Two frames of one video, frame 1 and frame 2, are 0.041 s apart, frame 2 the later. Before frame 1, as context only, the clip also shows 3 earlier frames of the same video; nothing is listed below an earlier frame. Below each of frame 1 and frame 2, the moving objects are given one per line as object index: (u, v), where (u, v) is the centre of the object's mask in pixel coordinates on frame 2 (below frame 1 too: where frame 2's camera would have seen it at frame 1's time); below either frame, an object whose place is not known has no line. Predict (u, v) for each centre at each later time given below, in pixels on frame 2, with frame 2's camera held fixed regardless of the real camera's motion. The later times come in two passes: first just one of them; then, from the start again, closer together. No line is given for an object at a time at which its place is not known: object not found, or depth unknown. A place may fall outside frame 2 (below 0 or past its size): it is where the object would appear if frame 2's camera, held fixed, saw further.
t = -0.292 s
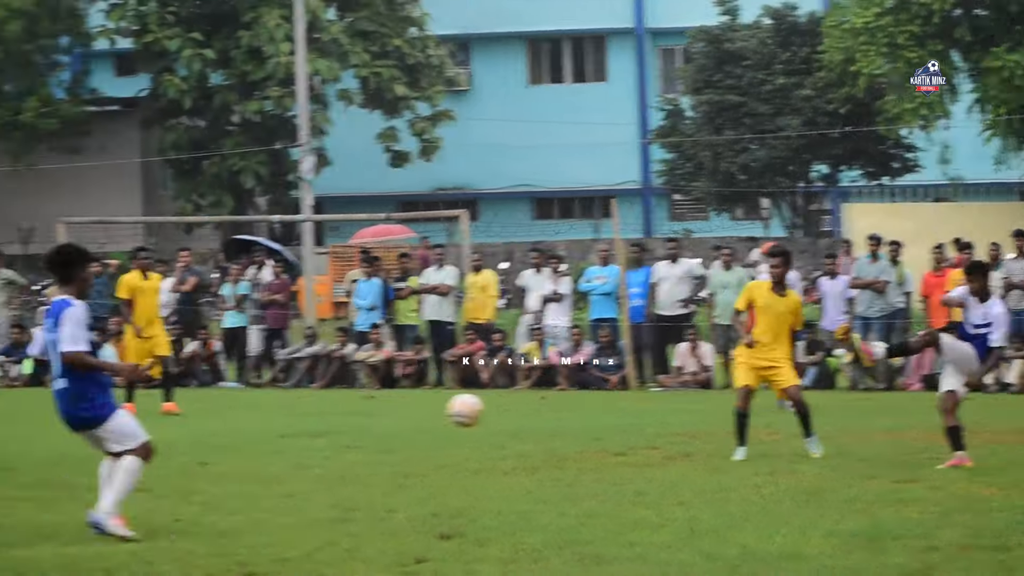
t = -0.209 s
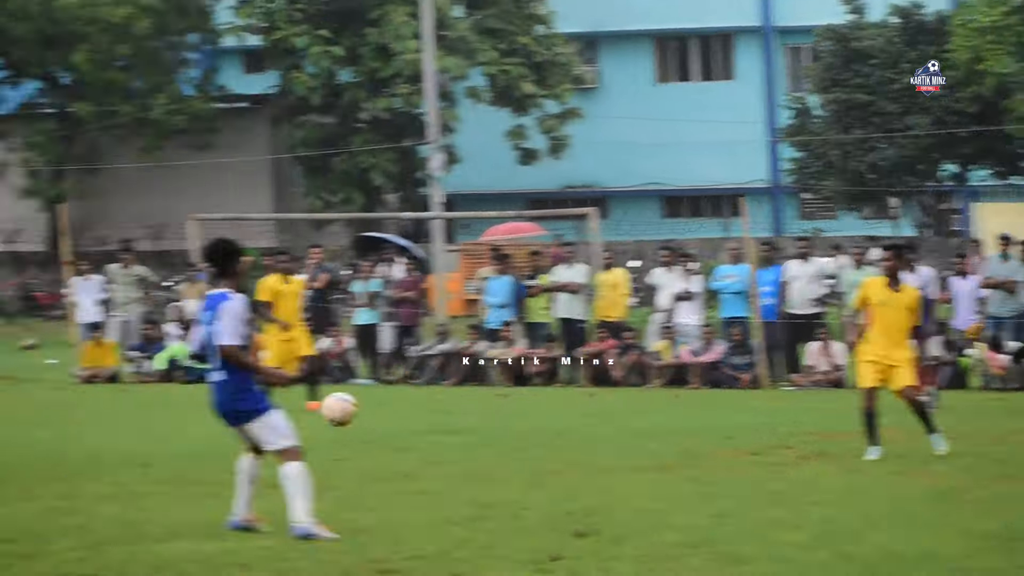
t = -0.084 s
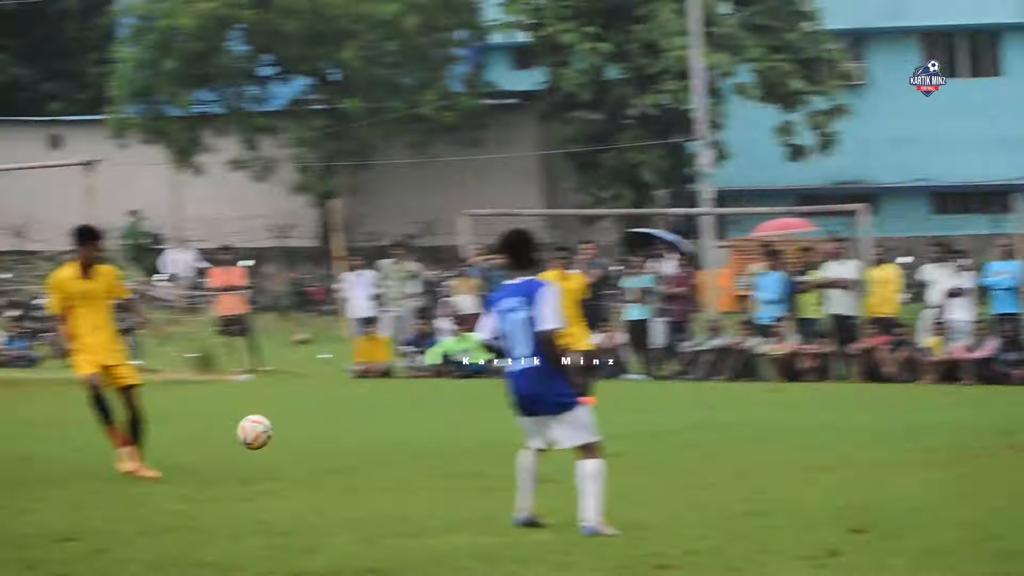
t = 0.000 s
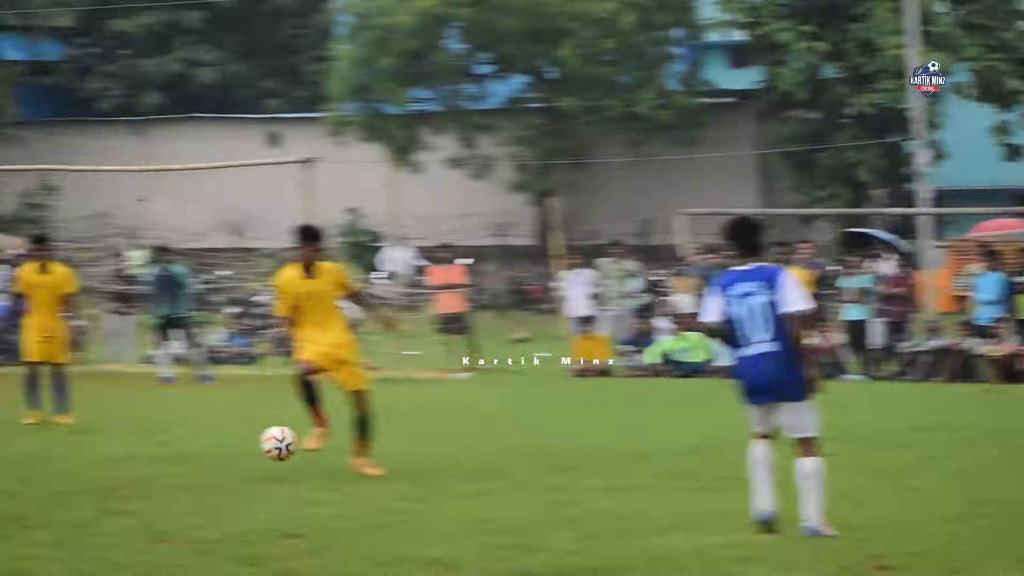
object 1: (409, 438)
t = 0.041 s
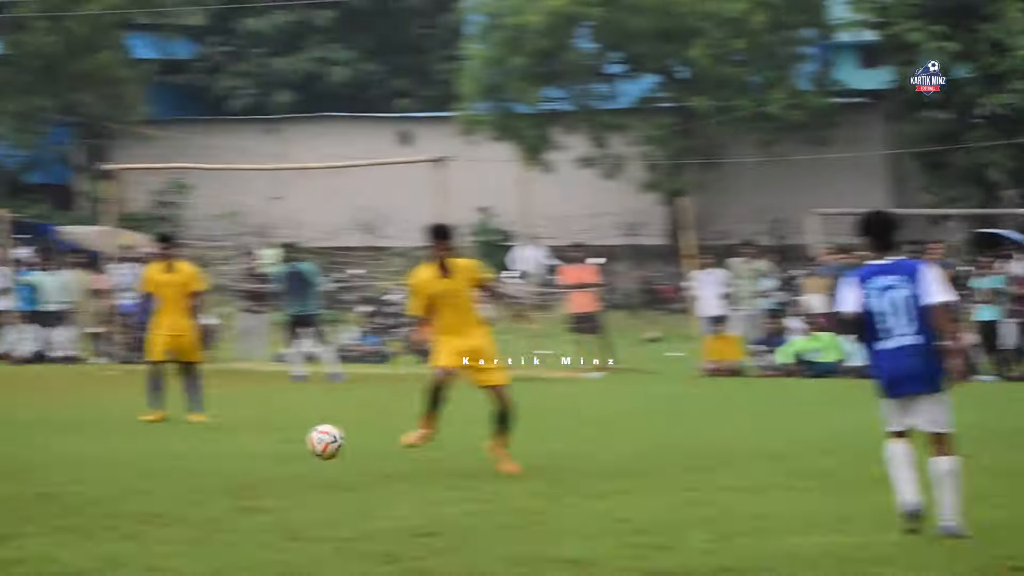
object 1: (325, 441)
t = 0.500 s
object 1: (-430, 500)
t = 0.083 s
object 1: (271, 441)
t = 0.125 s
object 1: (185, 446)
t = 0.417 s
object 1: (-284, 472)
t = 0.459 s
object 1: (-370, 487)
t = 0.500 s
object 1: (-430, 500)
